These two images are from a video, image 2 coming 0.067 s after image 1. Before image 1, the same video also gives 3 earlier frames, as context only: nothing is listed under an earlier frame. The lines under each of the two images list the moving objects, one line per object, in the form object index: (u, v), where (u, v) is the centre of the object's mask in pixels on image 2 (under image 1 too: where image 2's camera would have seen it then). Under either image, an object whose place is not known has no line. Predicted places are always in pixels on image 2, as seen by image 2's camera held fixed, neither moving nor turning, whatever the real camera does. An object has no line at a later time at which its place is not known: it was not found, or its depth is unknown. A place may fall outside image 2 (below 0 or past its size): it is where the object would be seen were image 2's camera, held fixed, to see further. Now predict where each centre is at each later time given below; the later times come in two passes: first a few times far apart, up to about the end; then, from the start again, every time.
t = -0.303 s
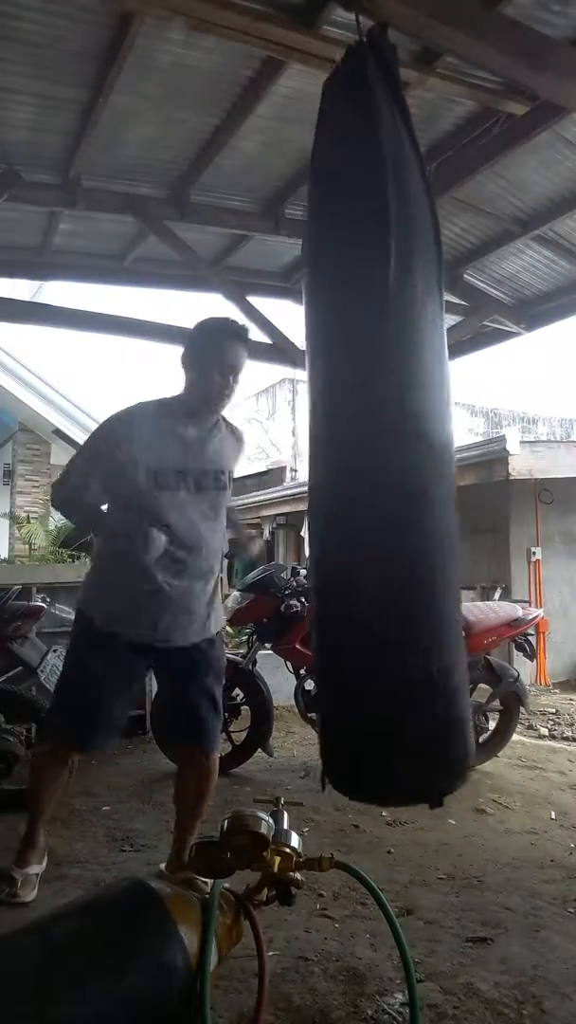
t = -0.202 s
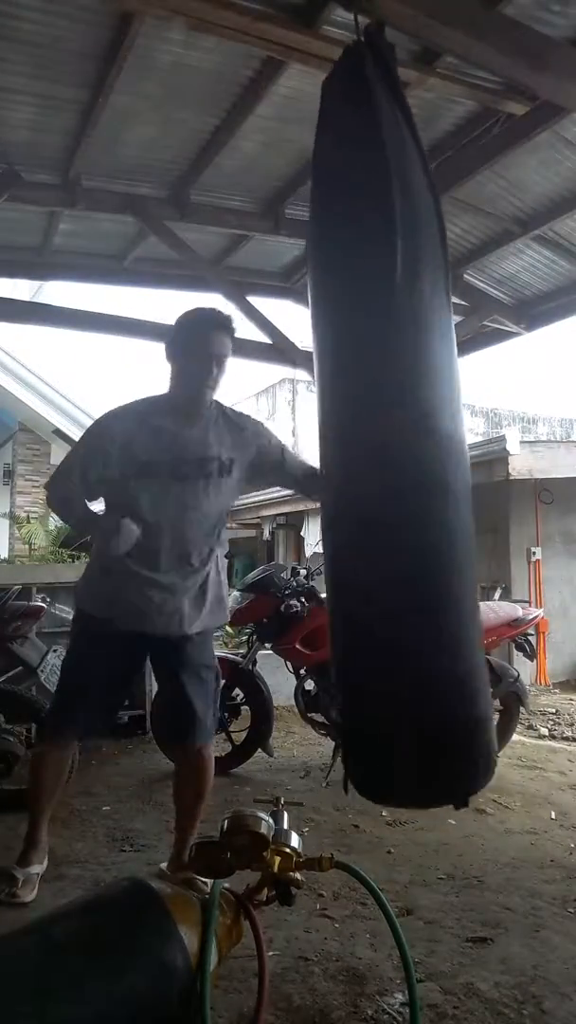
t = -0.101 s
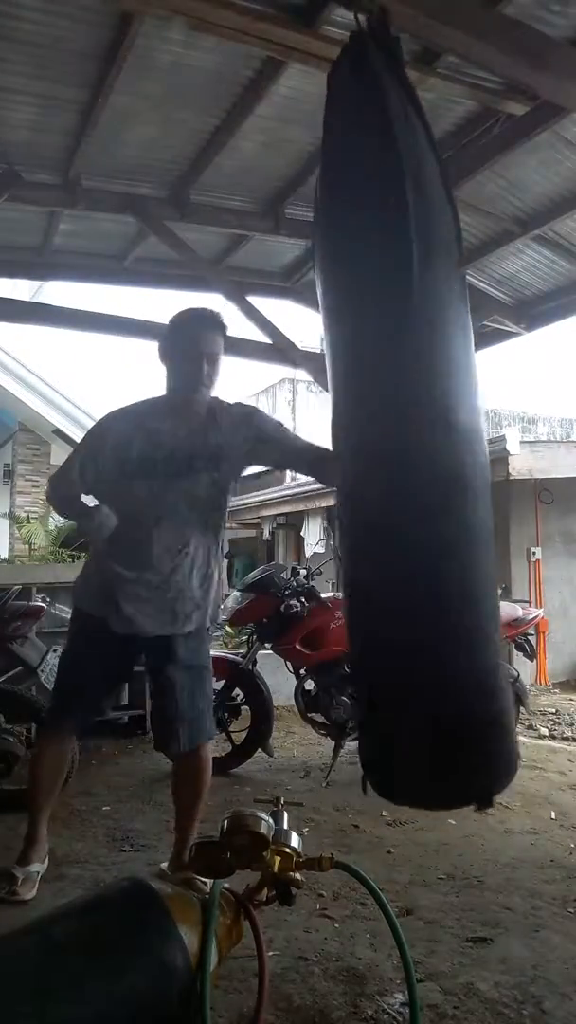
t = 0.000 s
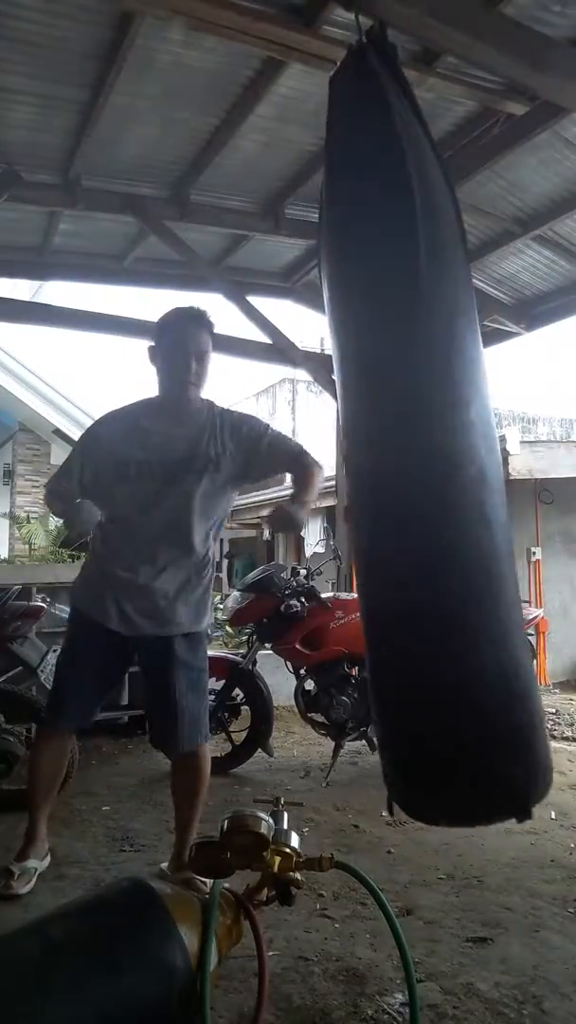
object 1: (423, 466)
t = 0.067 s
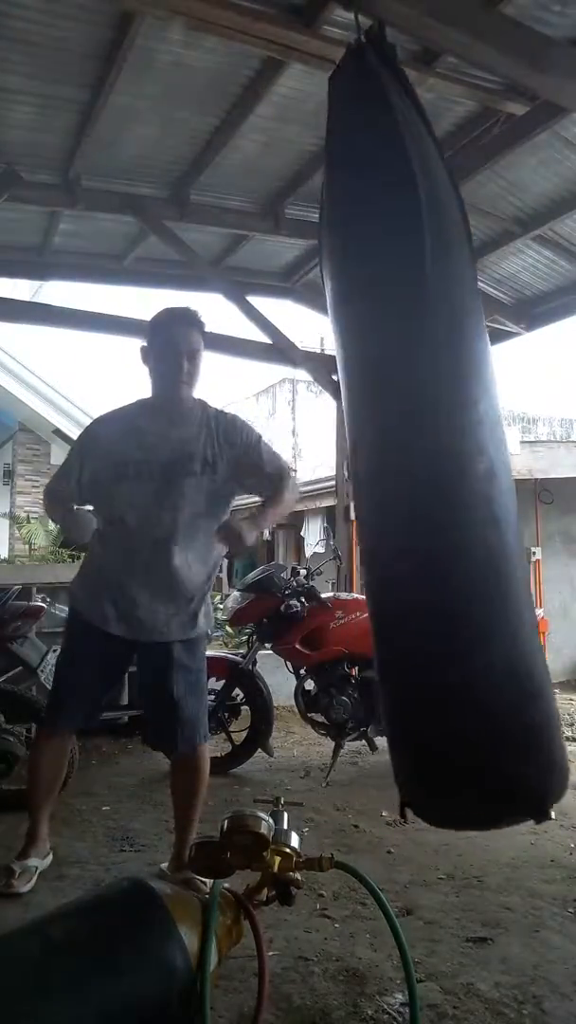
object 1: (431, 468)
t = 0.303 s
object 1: (444, 474)
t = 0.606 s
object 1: (417, 488)
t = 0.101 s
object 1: (435, 468)
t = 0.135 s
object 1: (438, 469)
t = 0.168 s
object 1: (441, 471)
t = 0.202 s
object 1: (442, 472)
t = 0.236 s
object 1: (443, 473)
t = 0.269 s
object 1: (444, 475)
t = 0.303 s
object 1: (444, 474)
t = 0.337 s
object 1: (444, 475)
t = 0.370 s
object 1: (443, 477)
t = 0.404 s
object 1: (441, 479)
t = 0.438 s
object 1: (439, 481)
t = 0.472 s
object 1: (436, 483)
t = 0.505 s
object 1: (433, 486)
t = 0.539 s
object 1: (428, 487)
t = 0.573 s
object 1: (423, 487)
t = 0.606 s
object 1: (417, 488)
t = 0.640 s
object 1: (411, 488)
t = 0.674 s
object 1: (405, 487)
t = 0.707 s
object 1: (398, 488)
